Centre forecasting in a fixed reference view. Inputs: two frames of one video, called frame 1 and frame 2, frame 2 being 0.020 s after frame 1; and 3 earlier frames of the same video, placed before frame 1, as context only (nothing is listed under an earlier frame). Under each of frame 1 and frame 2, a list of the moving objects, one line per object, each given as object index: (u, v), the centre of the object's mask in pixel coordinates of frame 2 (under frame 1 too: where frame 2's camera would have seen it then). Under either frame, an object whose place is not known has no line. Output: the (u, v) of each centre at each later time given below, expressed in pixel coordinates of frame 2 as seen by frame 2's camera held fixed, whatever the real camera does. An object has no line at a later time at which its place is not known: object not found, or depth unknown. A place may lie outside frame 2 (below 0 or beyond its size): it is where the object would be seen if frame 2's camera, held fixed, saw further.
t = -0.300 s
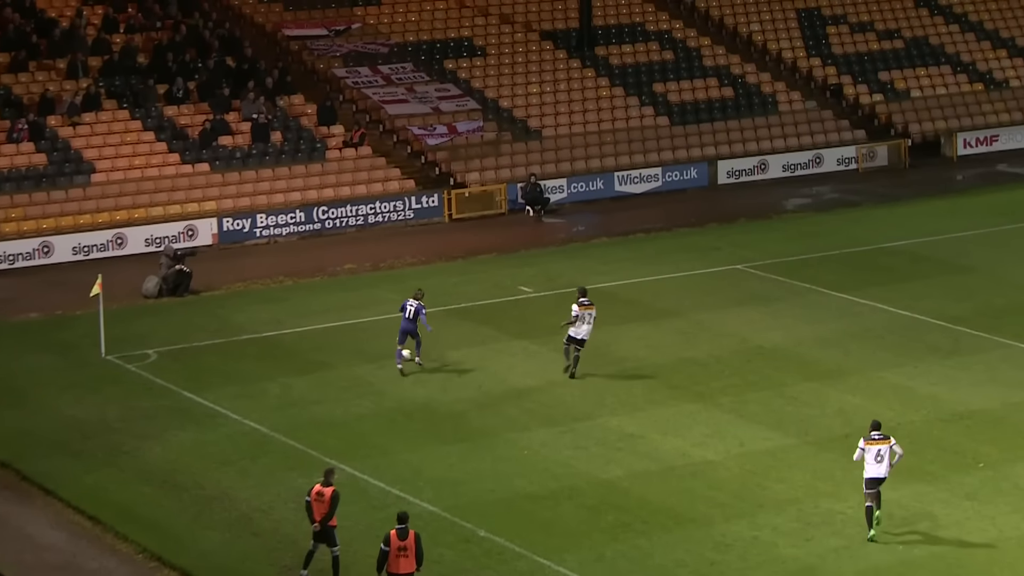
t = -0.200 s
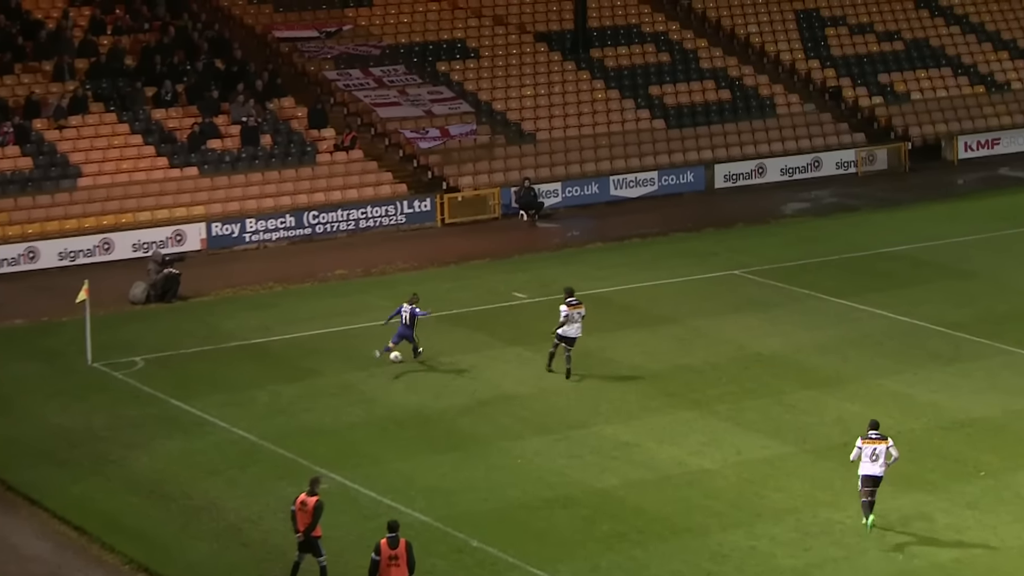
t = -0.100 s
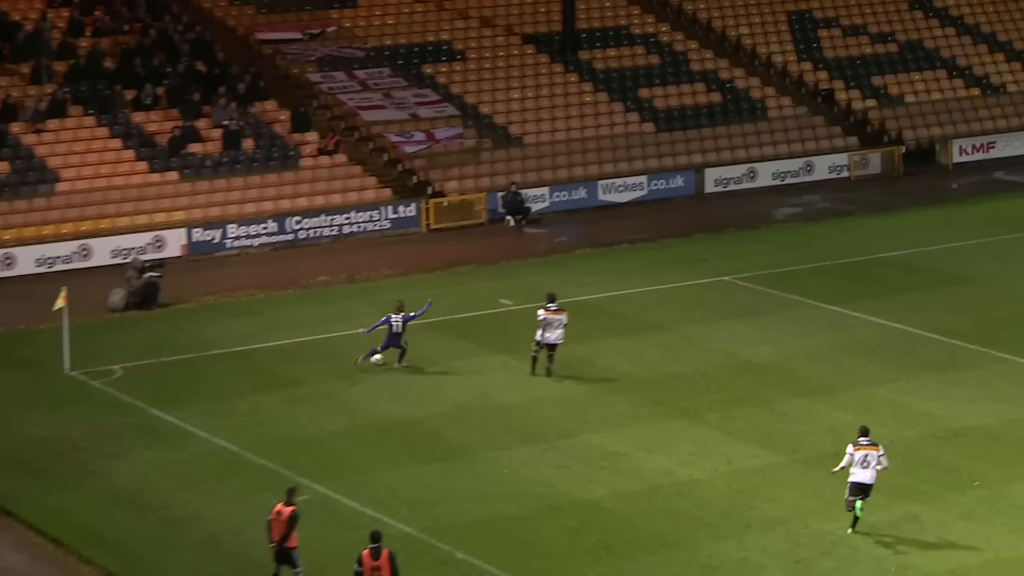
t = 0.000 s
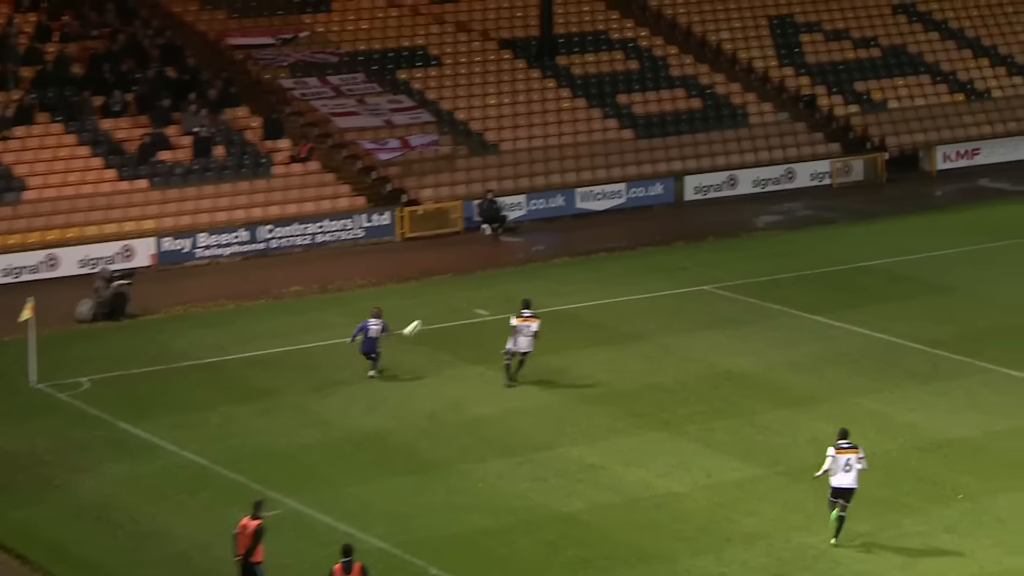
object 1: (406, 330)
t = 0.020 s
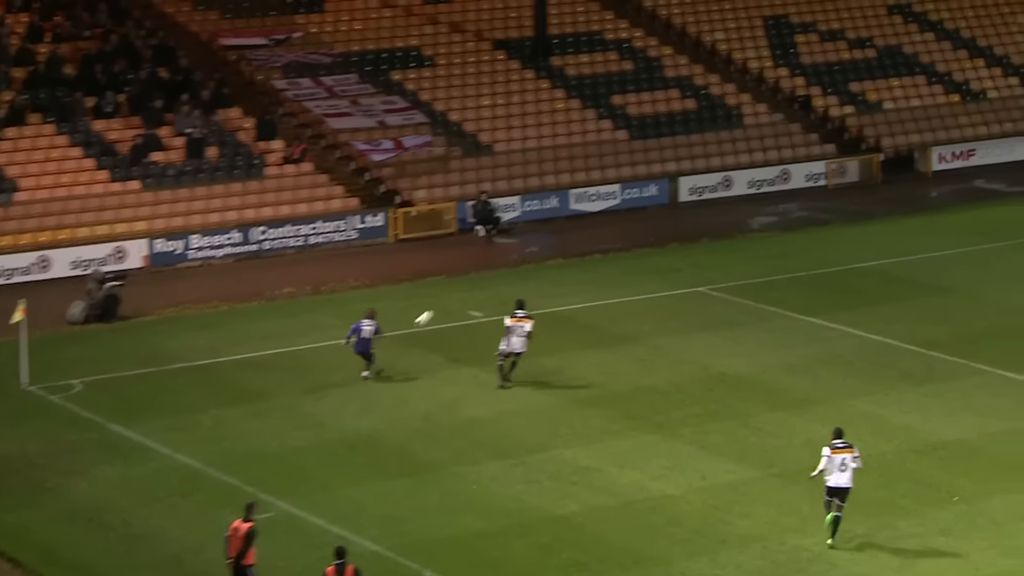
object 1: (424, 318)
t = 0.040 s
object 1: (442, 307)
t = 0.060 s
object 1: (460, 296)
